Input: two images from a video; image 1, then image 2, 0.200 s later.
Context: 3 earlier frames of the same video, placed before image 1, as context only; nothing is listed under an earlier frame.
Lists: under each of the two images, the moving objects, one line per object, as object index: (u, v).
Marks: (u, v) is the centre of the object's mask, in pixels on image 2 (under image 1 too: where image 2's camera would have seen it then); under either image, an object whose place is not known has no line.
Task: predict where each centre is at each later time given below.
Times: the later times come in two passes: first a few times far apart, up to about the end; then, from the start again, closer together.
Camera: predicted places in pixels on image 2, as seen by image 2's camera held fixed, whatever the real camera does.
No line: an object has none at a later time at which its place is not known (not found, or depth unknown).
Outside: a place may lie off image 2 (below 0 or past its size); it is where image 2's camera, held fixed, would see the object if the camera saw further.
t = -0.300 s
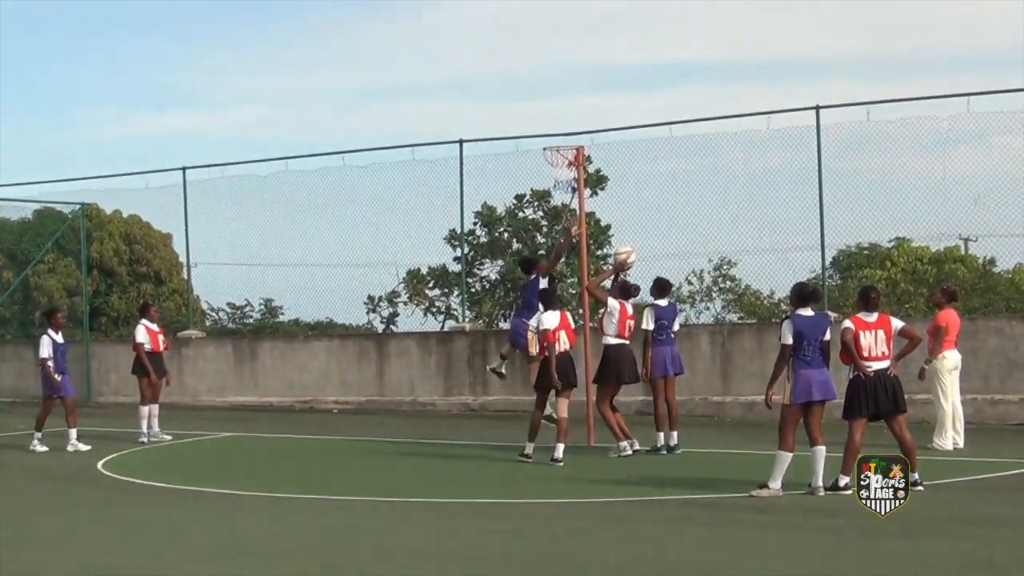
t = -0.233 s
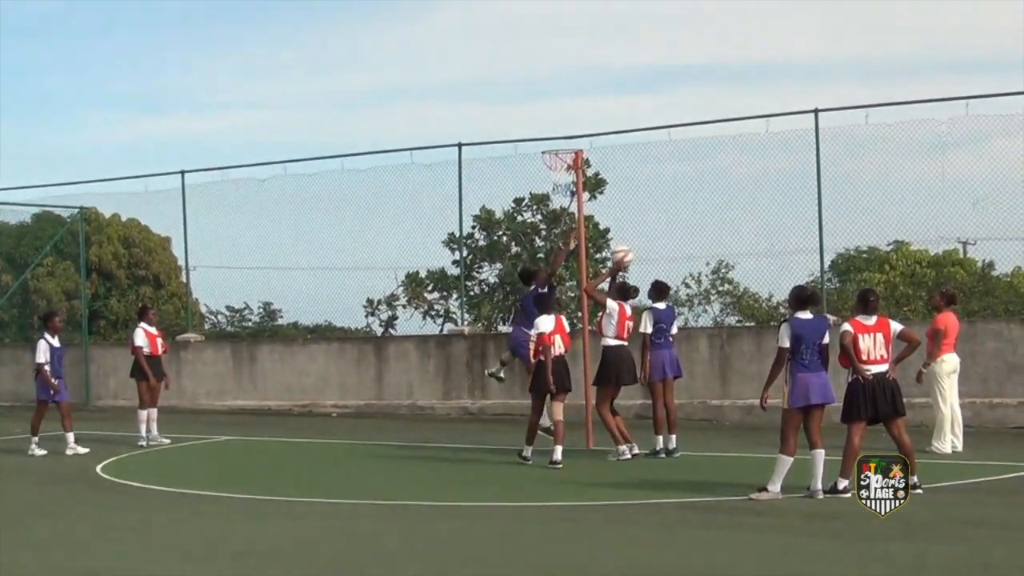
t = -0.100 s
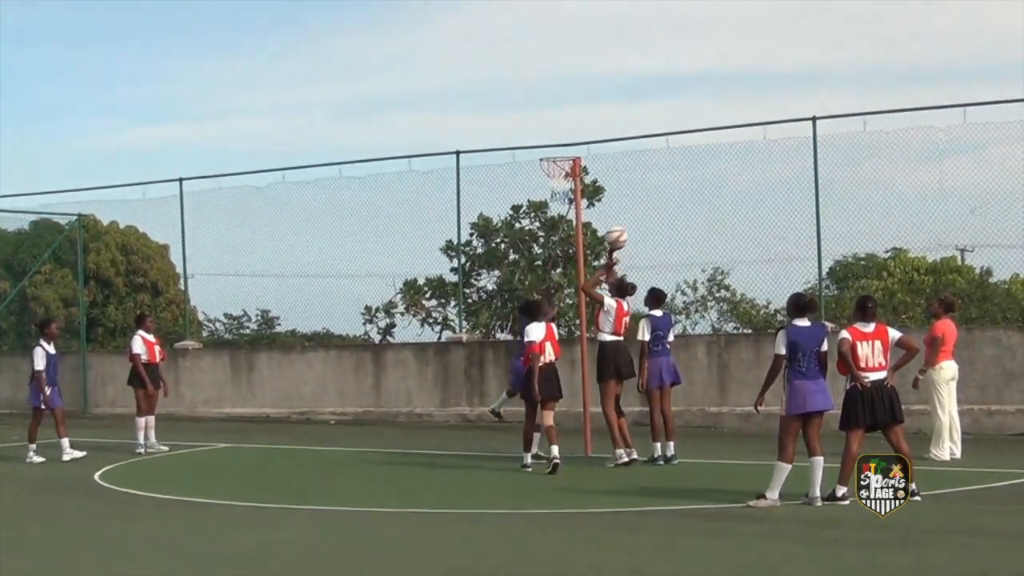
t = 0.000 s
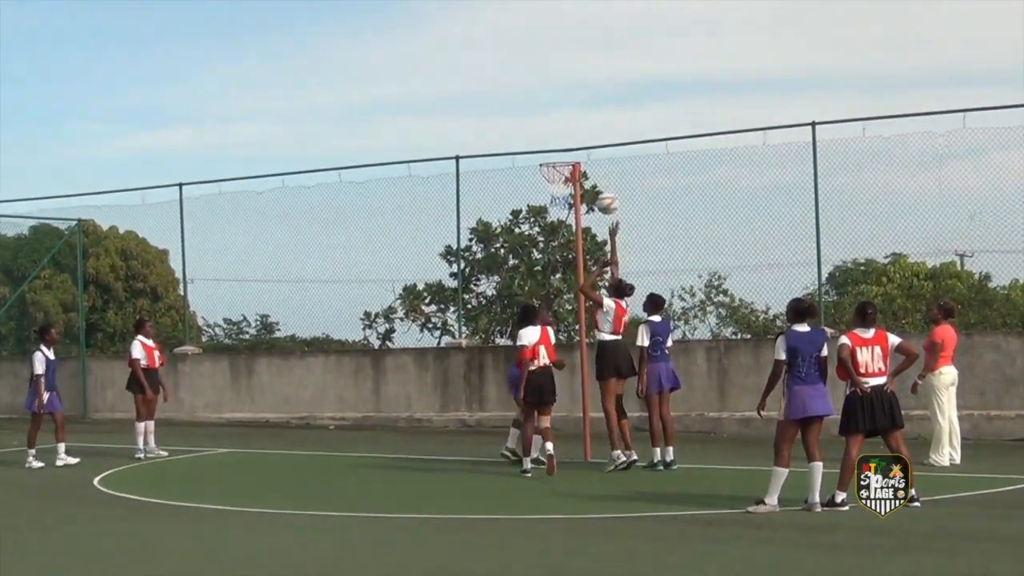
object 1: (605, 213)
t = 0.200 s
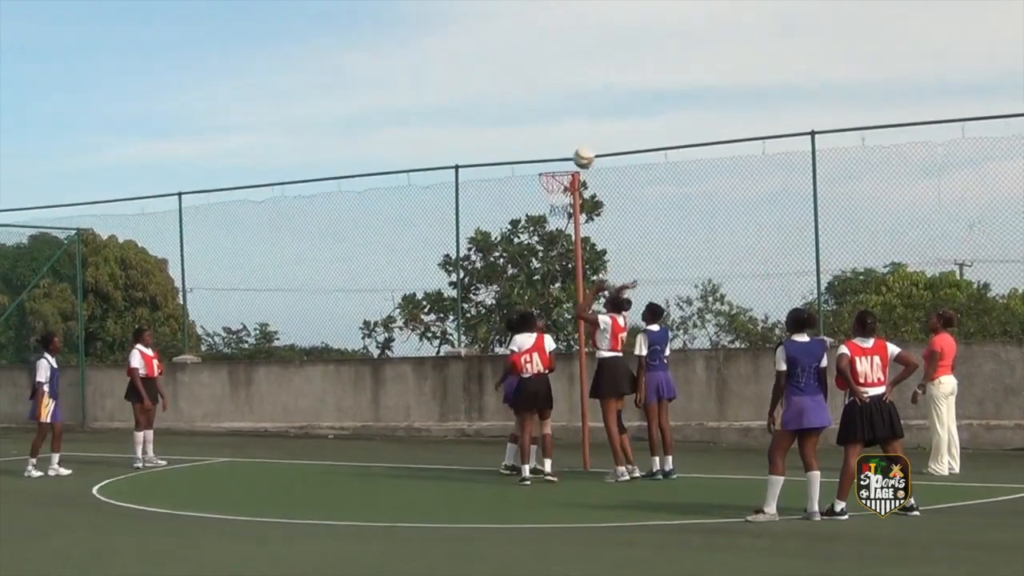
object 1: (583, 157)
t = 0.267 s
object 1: (576, 148)
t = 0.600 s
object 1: (540, 164)
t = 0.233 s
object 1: (580, 152)
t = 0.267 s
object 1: (576, 148)
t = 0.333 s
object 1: (568, 142)
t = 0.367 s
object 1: (565, 141)
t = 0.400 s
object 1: (561, 142)
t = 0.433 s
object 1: (557, 144)
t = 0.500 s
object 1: (549, 149)
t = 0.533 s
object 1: (546, 154)
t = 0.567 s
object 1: (543, 159)
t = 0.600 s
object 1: (540, 164)
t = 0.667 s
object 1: (539, 155)
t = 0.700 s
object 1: (538, 152)
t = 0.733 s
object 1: (539, 150)
